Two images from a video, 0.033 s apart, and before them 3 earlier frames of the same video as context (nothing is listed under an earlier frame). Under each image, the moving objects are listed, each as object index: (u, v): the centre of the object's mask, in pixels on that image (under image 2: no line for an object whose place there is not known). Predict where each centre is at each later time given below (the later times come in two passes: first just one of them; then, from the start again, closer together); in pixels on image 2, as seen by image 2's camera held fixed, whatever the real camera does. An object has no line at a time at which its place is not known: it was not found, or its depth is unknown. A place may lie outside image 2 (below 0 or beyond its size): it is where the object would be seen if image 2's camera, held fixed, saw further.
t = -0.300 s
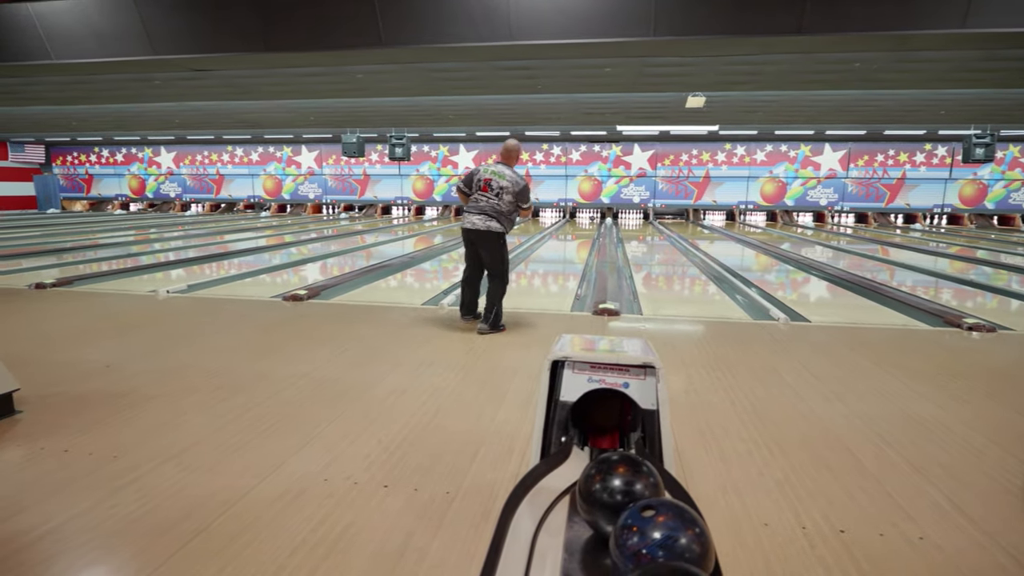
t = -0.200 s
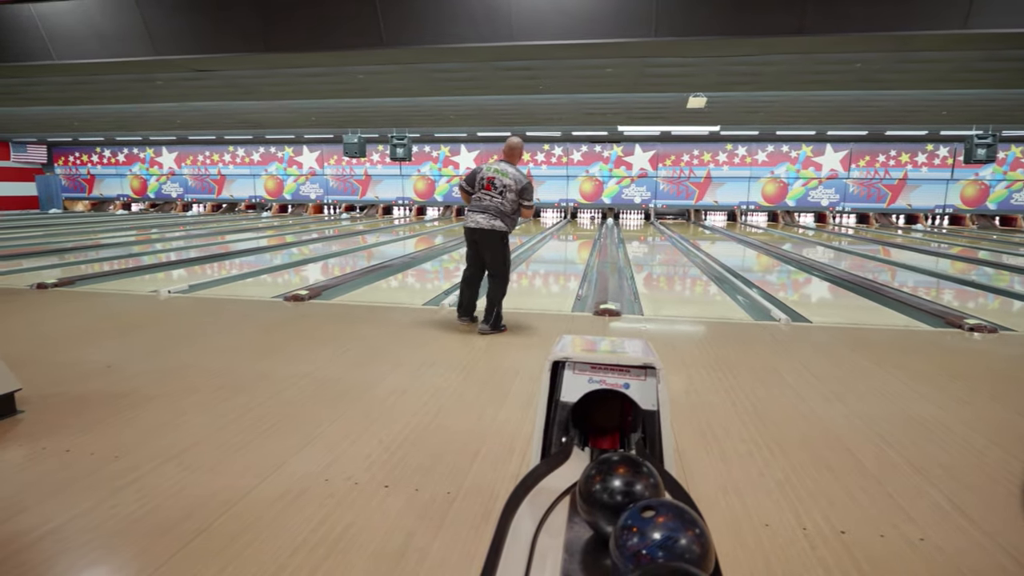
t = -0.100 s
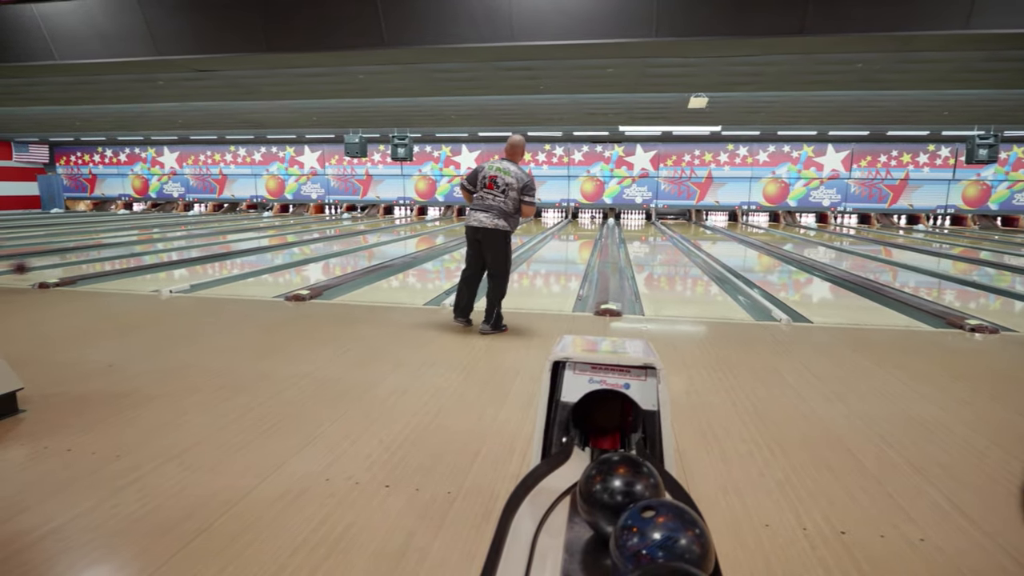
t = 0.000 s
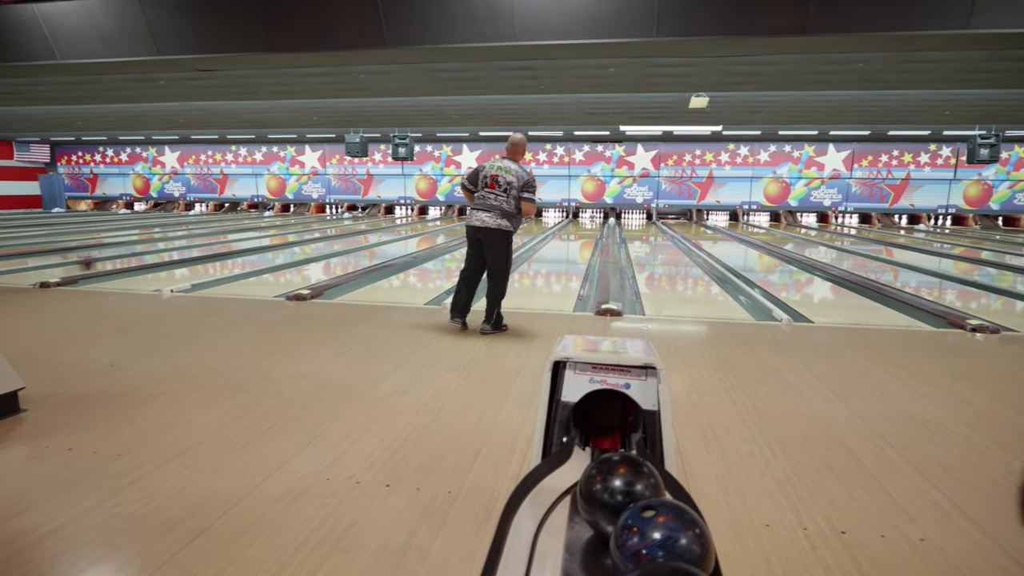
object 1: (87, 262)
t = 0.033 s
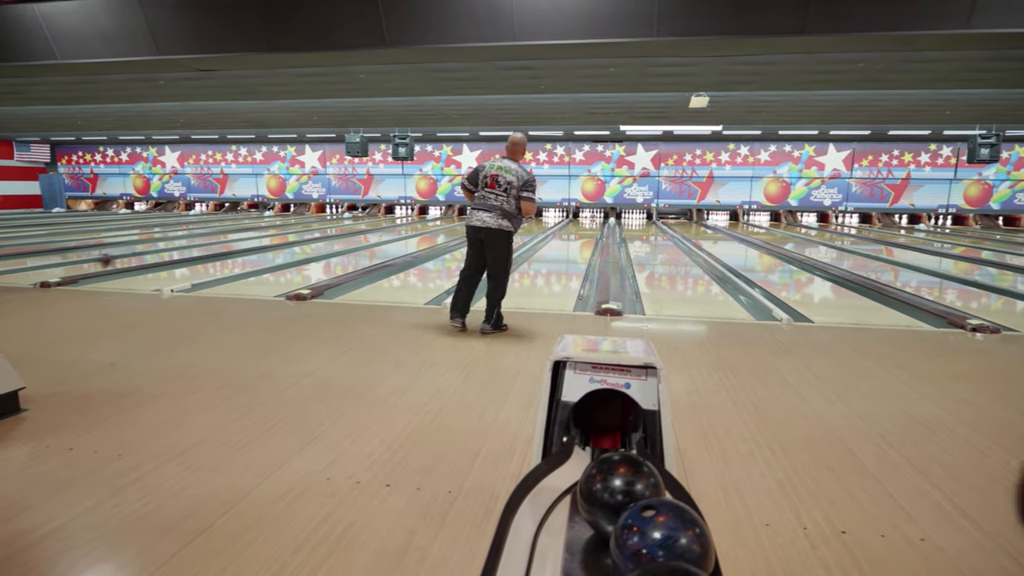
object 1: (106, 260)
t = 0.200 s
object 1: (182, 249)
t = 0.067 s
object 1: (123, 257)
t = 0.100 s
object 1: (139, 255)
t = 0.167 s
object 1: (168, 251)
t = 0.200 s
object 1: (182, 249)
